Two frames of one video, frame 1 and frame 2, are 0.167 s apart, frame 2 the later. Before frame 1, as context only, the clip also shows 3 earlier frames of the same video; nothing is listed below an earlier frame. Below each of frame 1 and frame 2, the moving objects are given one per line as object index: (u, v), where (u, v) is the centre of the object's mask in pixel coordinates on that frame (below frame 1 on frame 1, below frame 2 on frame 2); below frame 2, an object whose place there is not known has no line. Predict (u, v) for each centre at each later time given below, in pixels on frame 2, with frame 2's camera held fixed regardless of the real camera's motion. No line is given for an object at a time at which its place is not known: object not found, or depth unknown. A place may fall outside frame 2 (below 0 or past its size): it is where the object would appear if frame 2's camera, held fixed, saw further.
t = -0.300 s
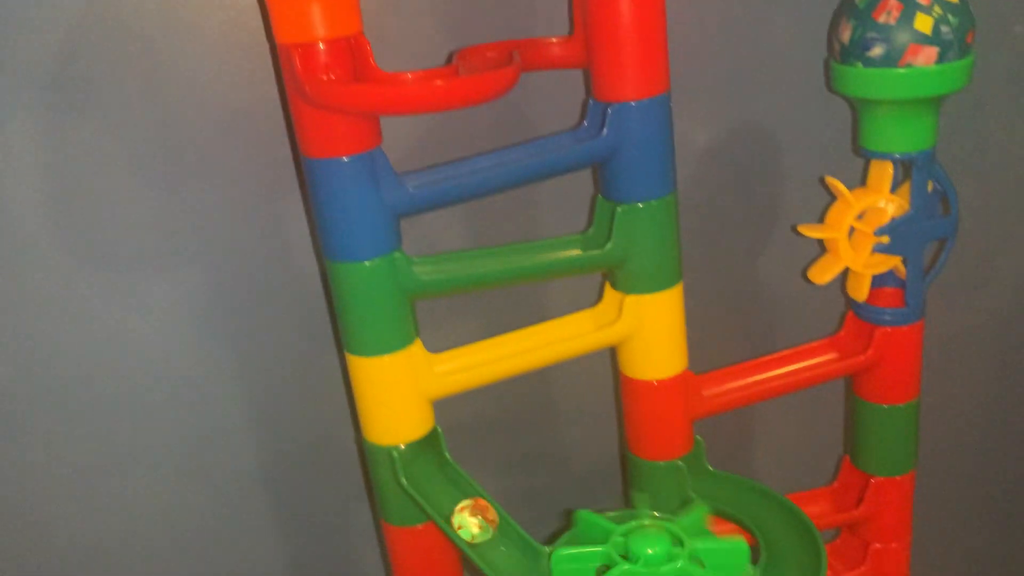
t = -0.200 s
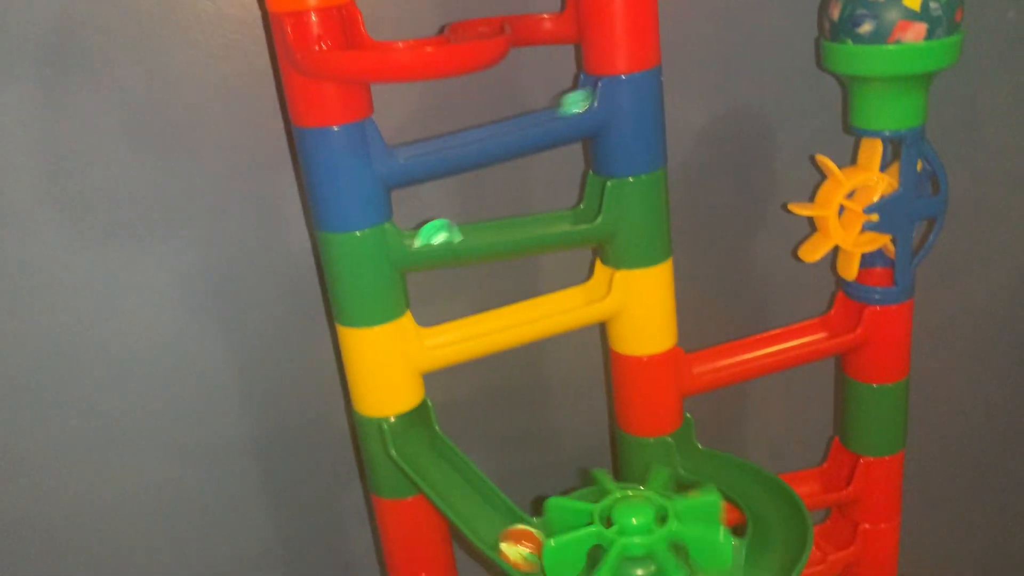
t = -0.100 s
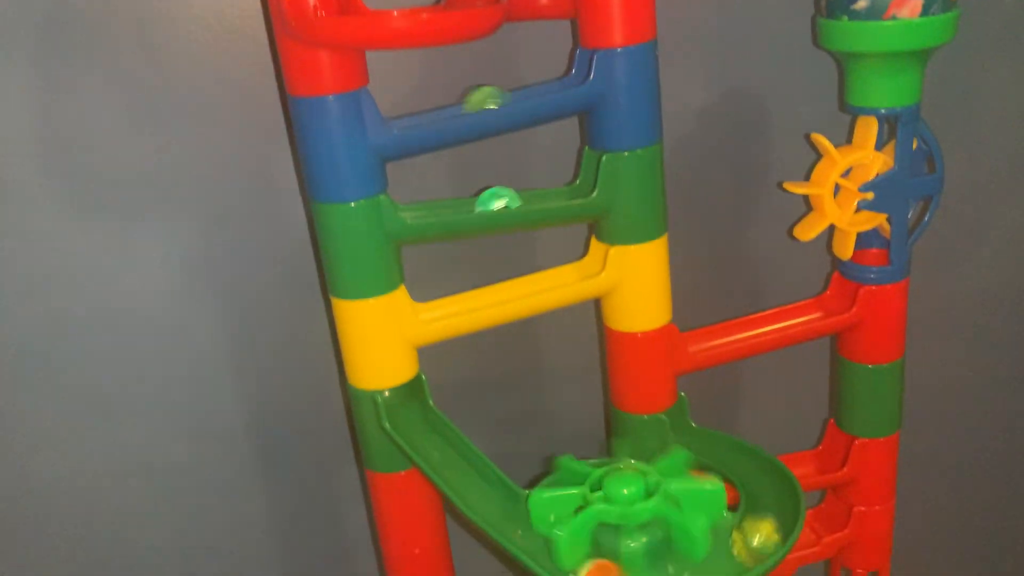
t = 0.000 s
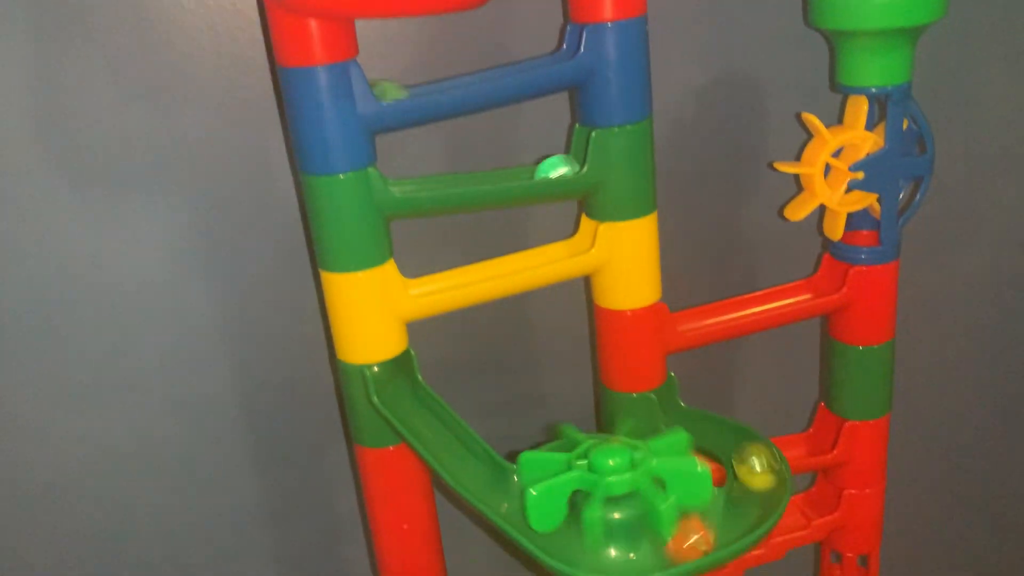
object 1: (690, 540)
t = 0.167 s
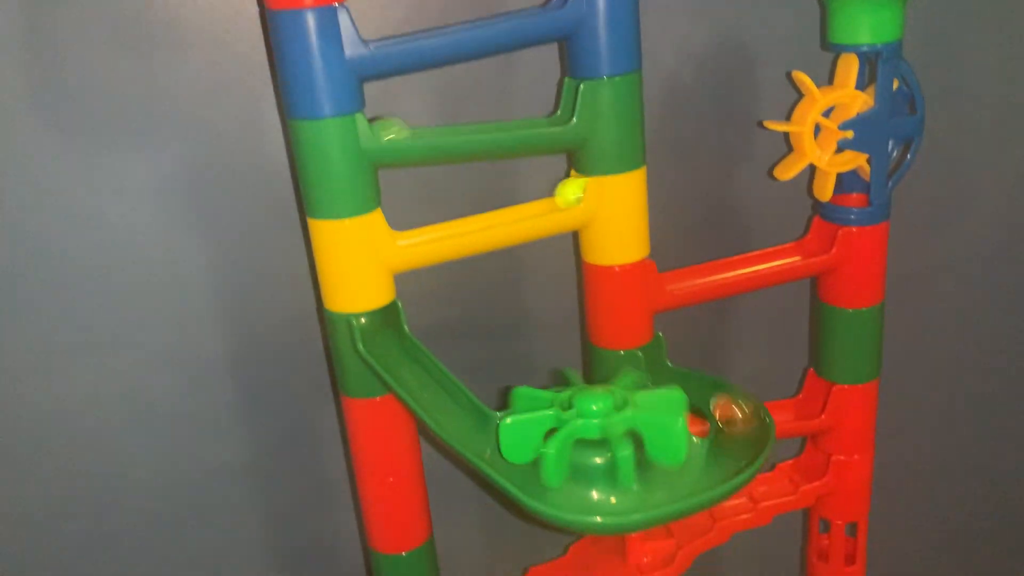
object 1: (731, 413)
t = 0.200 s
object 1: (714, 395)
